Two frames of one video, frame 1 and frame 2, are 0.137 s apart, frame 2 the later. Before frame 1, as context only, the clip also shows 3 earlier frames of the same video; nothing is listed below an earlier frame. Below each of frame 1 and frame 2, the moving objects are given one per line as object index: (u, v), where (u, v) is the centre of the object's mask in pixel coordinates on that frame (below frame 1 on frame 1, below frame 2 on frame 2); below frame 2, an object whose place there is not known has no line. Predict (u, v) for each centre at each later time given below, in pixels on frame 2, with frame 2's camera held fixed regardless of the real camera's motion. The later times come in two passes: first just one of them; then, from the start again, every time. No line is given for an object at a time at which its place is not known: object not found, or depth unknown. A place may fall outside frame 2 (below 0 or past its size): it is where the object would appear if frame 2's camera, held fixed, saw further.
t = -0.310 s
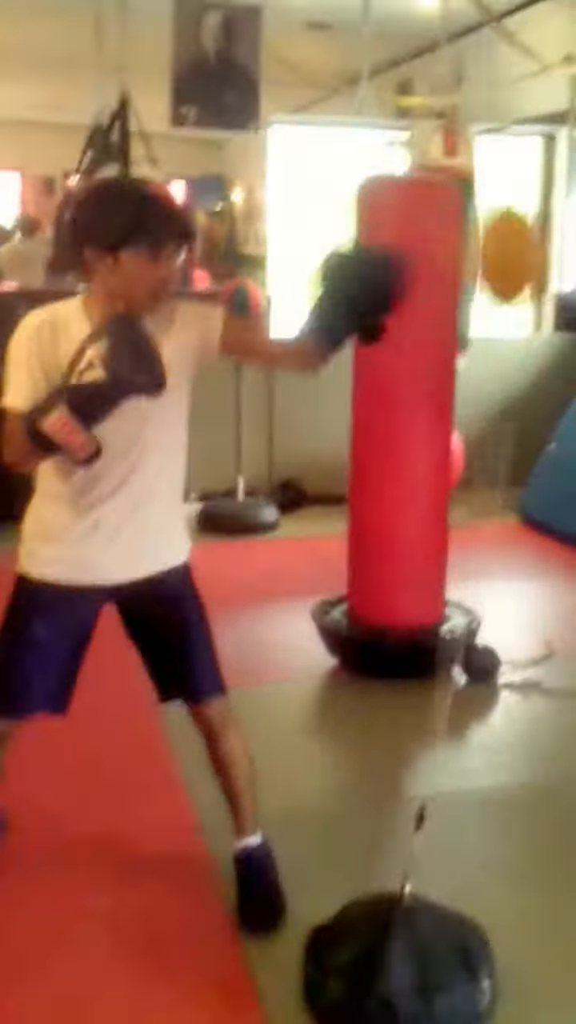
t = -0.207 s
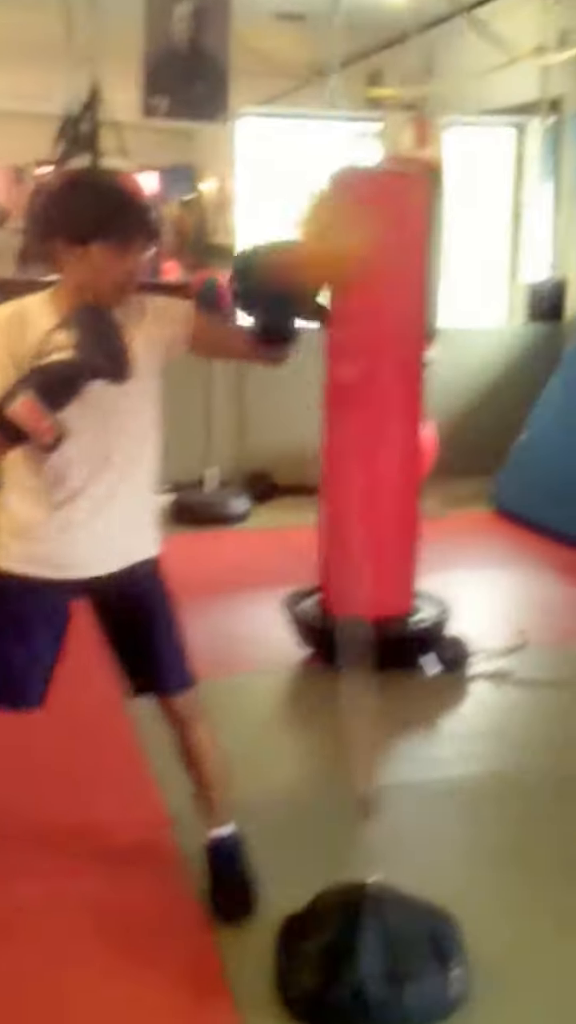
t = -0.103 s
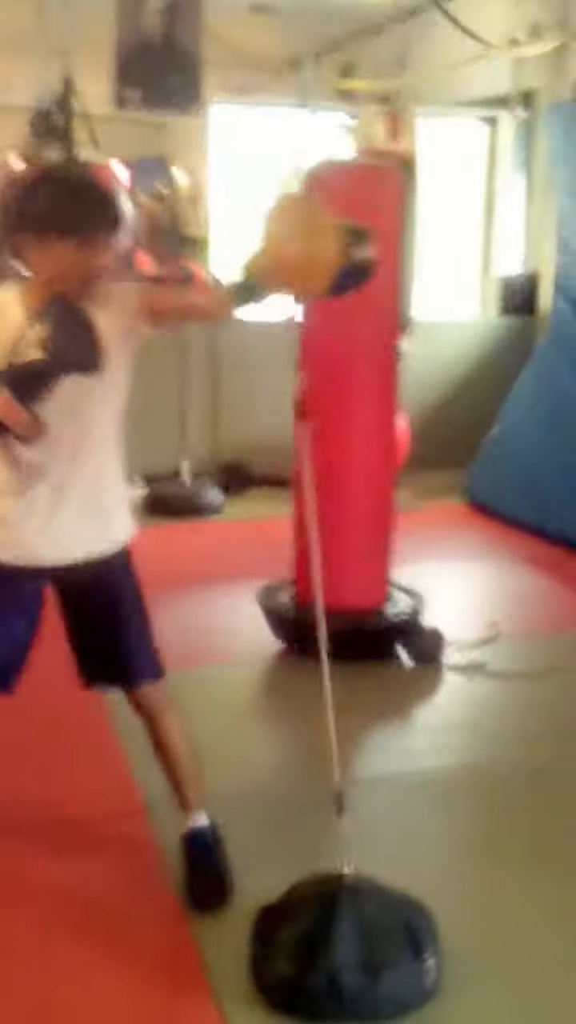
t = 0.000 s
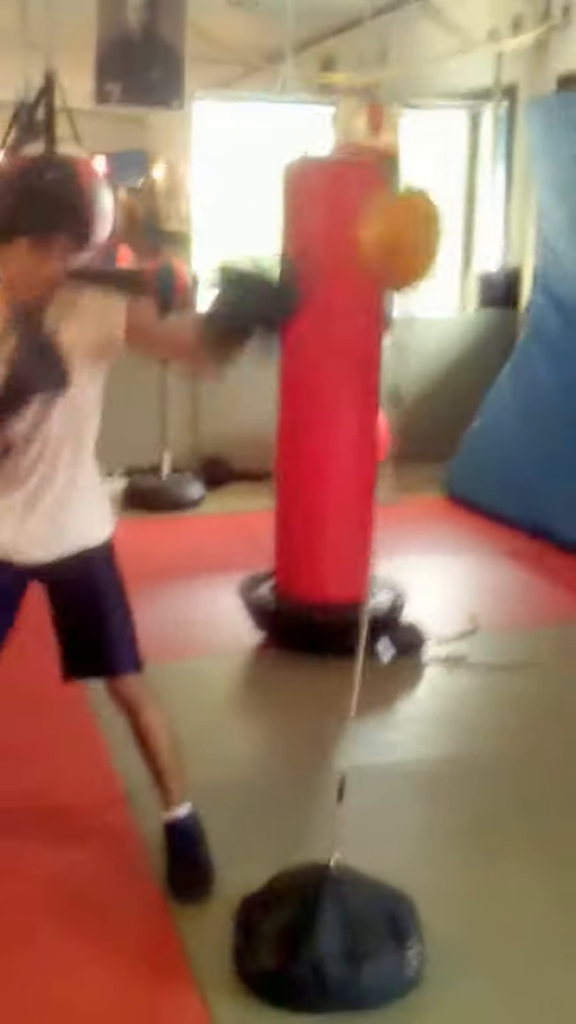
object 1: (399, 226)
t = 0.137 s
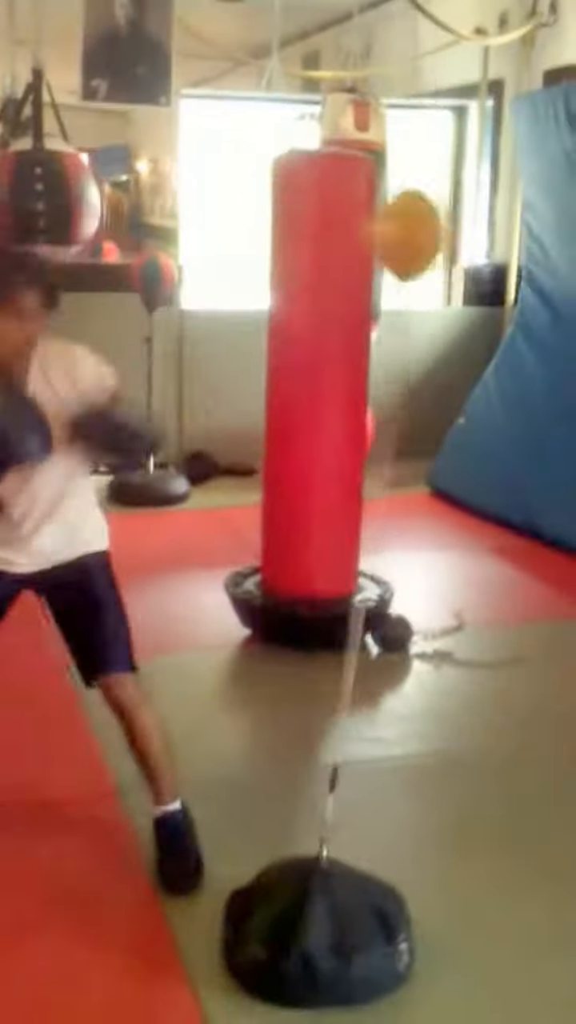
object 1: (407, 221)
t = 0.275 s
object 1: (282, 219)
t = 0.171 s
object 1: (368, 221)
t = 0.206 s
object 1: (336, 218)
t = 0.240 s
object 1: (308, 222)
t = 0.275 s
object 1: (282, 219)
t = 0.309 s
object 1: (260, 211)
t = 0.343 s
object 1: (257, 214)
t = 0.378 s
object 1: (272, 216)
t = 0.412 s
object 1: (330, 232)
